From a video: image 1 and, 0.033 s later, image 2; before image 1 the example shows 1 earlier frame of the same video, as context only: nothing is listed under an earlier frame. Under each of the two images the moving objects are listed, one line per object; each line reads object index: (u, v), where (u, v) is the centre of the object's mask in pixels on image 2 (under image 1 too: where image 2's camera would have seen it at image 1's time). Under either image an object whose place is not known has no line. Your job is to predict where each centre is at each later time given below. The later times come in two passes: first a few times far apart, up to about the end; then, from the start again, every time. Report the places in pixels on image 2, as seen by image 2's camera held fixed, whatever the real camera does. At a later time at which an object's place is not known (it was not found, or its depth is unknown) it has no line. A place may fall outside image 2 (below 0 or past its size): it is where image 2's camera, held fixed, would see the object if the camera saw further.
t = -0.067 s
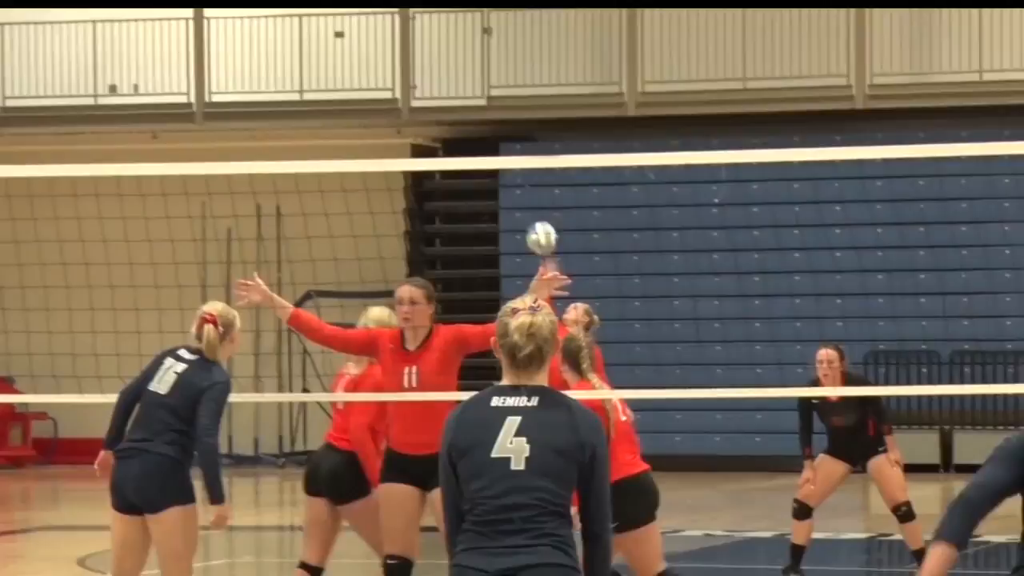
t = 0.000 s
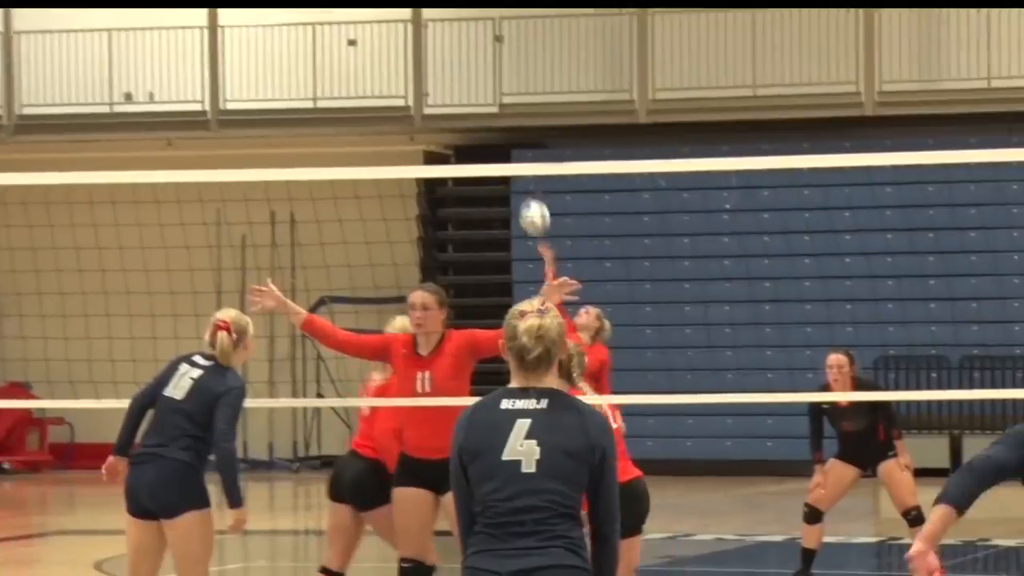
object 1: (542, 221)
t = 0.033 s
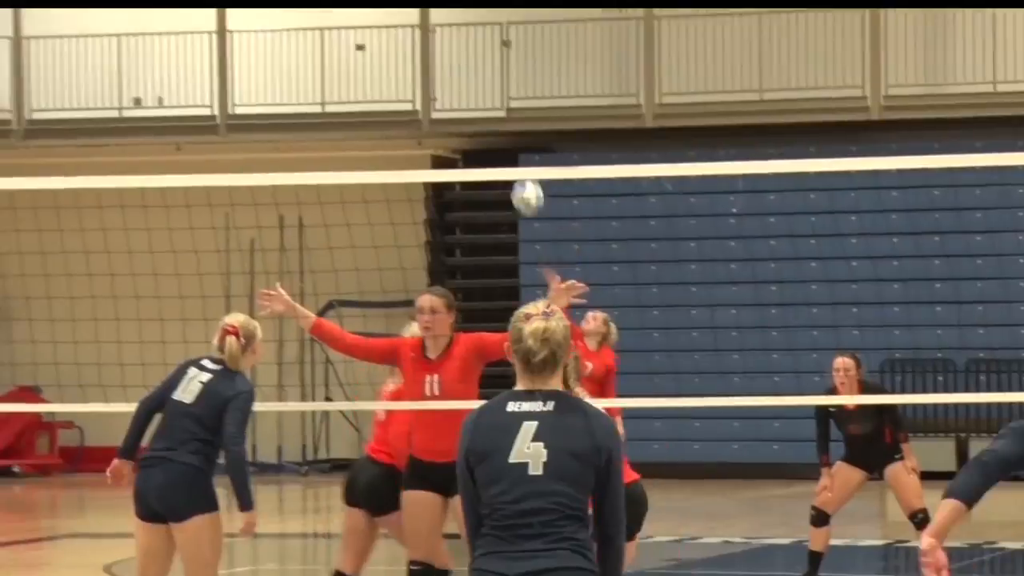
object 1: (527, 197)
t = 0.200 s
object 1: (449, 81)
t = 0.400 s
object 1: (353, -17)
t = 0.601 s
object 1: (225, -68)
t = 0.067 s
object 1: (511, 161)
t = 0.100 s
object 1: (496, 148)
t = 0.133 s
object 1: (481, 124)
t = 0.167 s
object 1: (465, 102)
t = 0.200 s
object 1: (449, 81)
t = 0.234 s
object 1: (434, 61)
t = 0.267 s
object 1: (418, 41)
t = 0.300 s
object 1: (402, 25)
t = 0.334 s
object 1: (388, 9)
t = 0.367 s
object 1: (371, -3)
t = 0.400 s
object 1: (353, -17)
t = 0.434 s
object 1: (335, -29)
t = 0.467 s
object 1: (316, -42)
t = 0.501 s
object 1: (296, -50)
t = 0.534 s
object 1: (275, -58)
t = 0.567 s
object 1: (250, -64)
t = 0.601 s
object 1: (225, -68)
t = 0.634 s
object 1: (201, -71)
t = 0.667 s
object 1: (174, -67)
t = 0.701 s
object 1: (148, -63)
